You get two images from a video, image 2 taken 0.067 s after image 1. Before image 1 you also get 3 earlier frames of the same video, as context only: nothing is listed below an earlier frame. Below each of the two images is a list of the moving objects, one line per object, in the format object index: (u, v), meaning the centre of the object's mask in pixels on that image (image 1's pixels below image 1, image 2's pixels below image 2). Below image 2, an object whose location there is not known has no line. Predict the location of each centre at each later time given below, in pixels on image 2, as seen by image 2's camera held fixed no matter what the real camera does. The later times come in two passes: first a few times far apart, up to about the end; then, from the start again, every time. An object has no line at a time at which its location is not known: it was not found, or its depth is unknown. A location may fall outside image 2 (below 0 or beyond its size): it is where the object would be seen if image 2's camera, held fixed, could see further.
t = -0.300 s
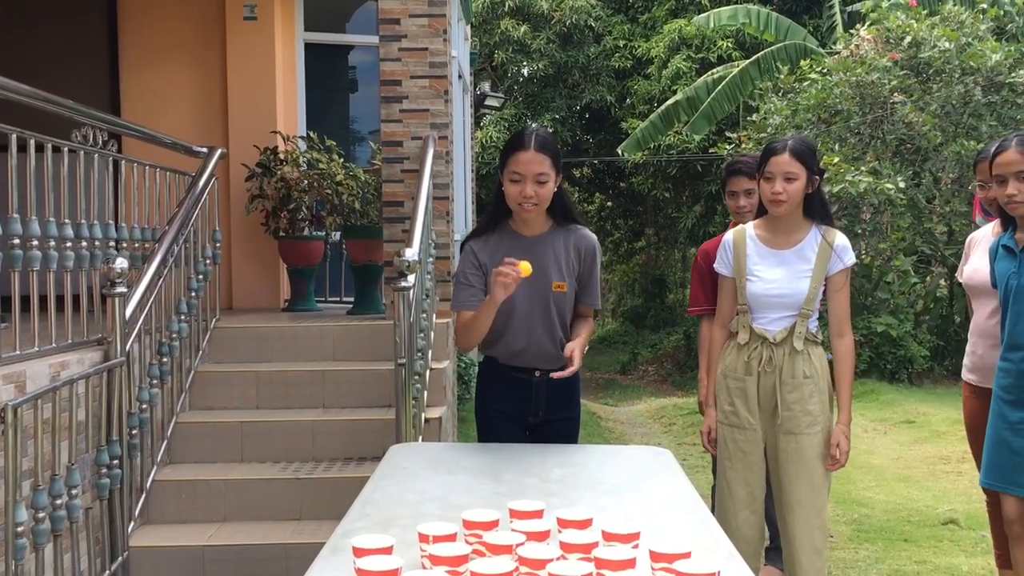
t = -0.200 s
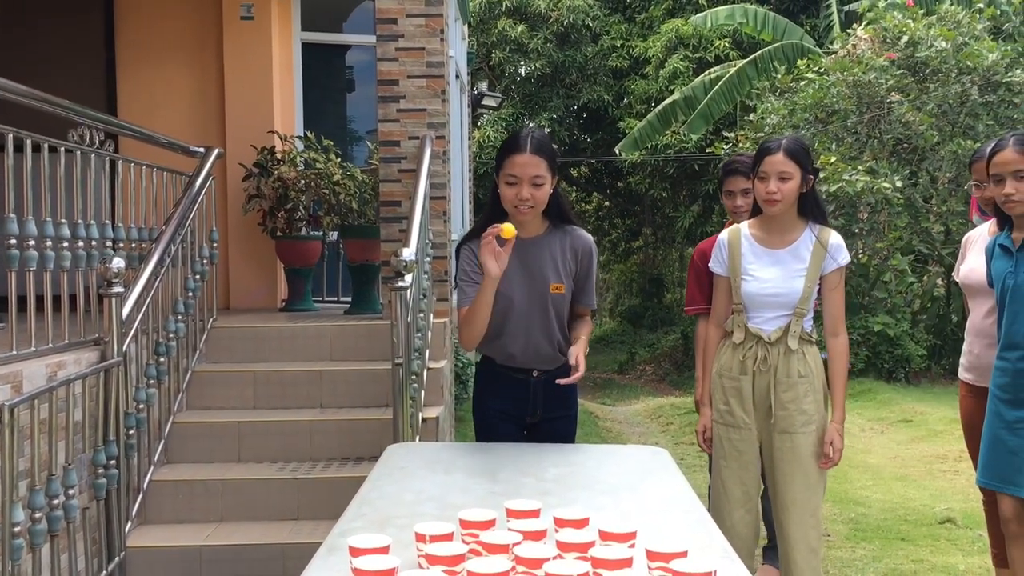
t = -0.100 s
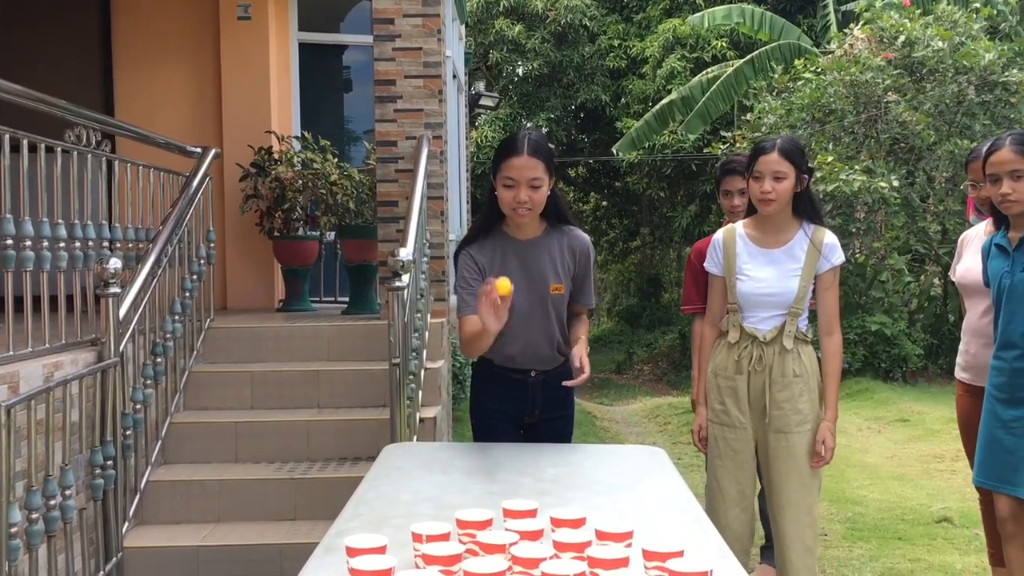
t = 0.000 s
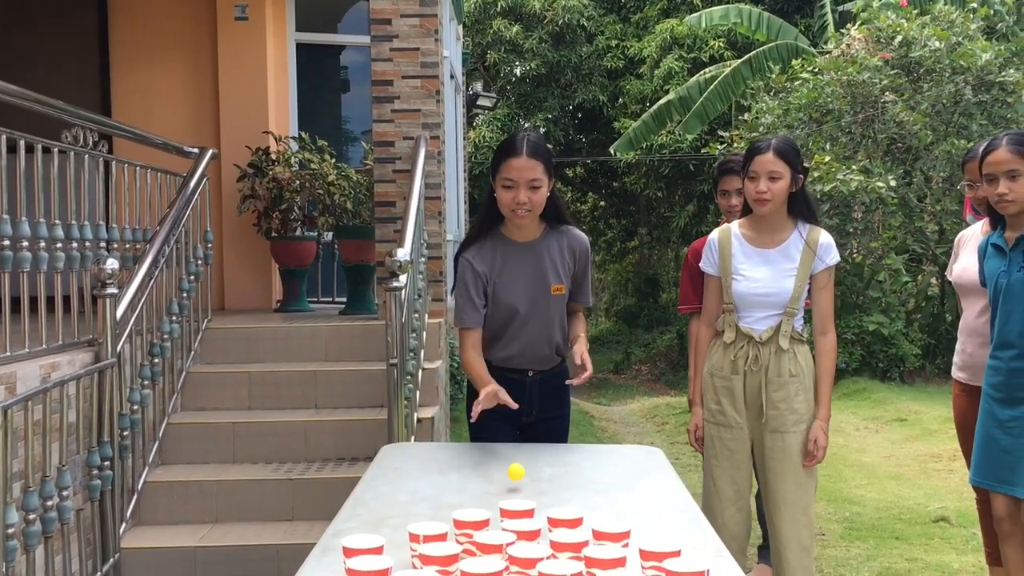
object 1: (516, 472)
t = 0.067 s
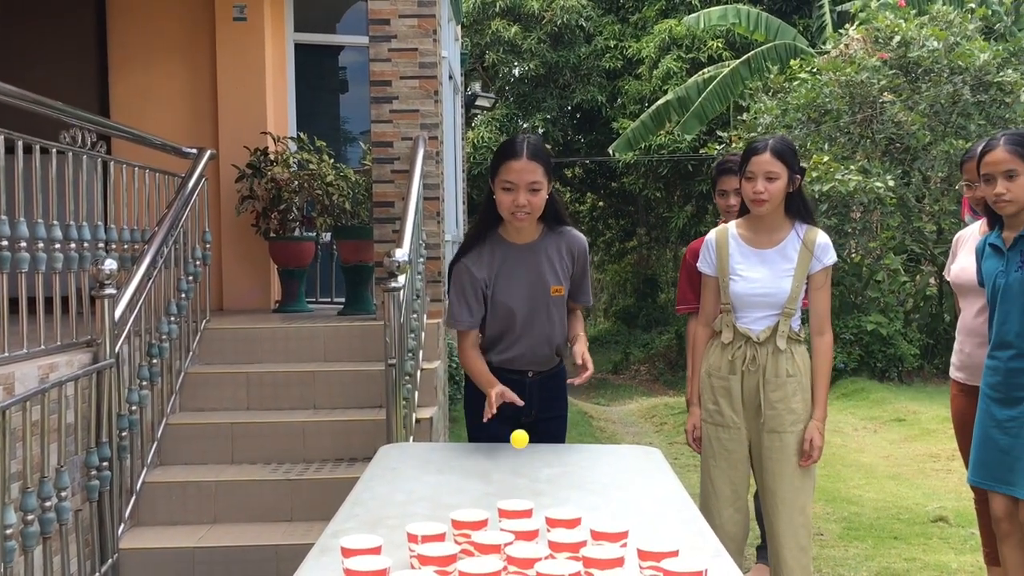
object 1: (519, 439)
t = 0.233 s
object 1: (535, 440)
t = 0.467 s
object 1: (559, 531)
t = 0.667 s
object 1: (623, 558)
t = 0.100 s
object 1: (522, 429)
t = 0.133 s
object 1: (525, 424)
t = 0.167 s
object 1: (528, 423)
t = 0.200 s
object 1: (532, 429)
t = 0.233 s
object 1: (535, 440)
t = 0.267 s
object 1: (539, 457)
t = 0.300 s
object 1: (543, 482)
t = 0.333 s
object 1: (545, 500)
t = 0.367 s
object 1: (545, 507)
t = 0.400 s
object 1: (546, 515)
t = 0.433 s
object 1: (551, 524)
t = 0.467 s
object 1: (559, 531)
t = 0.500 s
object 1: (567, 544)
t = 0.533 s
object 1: (579, 547)
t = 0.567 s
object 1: (589, 543)
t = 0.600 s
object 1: (599, 544)
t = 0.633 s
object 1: (611, 547)
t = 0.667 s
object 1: (623, 558)
